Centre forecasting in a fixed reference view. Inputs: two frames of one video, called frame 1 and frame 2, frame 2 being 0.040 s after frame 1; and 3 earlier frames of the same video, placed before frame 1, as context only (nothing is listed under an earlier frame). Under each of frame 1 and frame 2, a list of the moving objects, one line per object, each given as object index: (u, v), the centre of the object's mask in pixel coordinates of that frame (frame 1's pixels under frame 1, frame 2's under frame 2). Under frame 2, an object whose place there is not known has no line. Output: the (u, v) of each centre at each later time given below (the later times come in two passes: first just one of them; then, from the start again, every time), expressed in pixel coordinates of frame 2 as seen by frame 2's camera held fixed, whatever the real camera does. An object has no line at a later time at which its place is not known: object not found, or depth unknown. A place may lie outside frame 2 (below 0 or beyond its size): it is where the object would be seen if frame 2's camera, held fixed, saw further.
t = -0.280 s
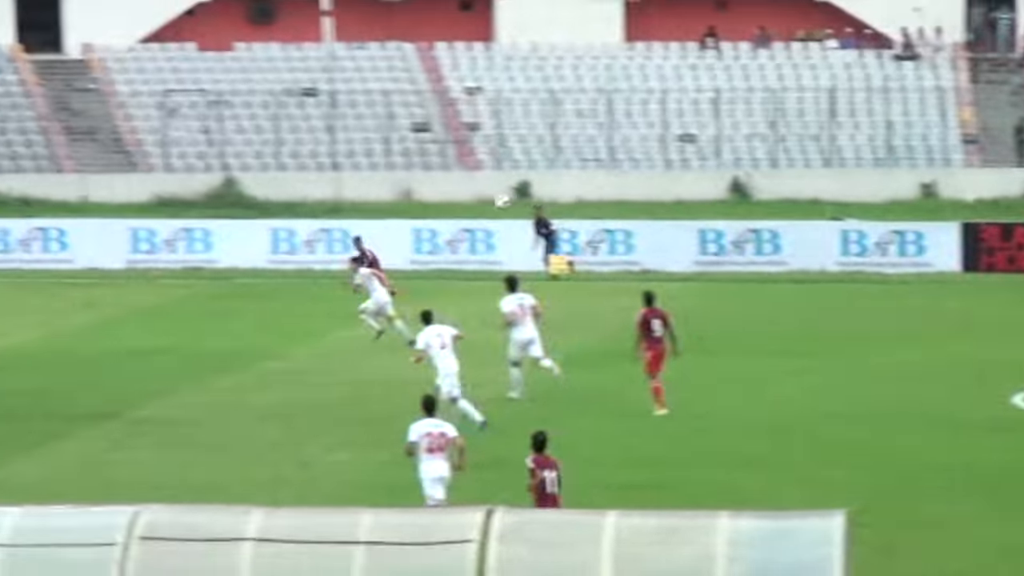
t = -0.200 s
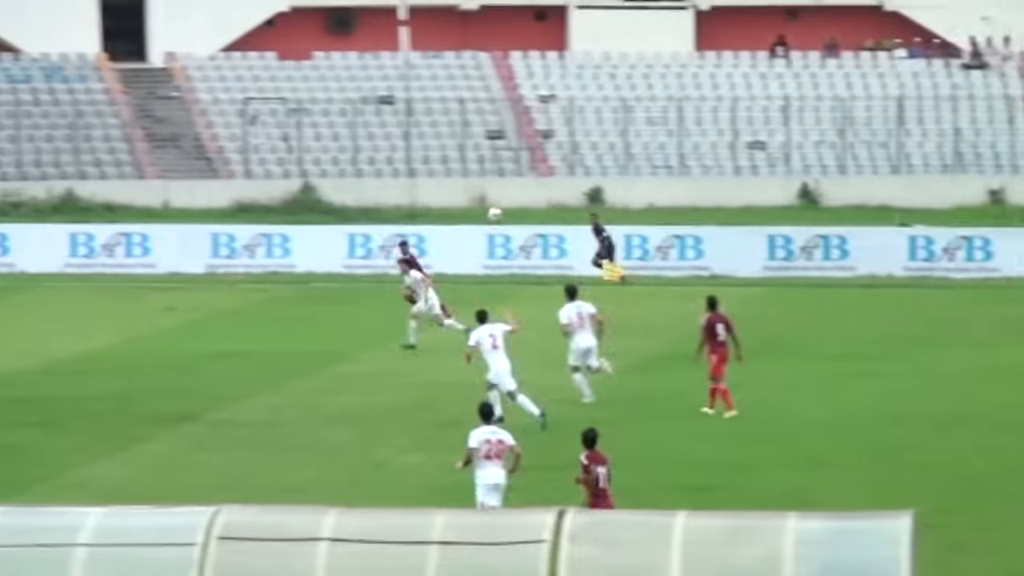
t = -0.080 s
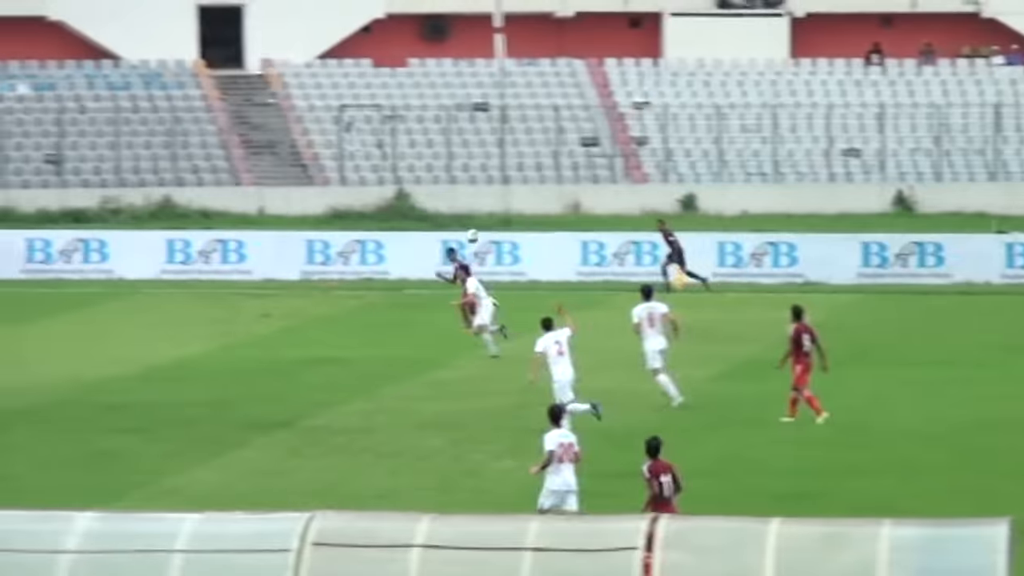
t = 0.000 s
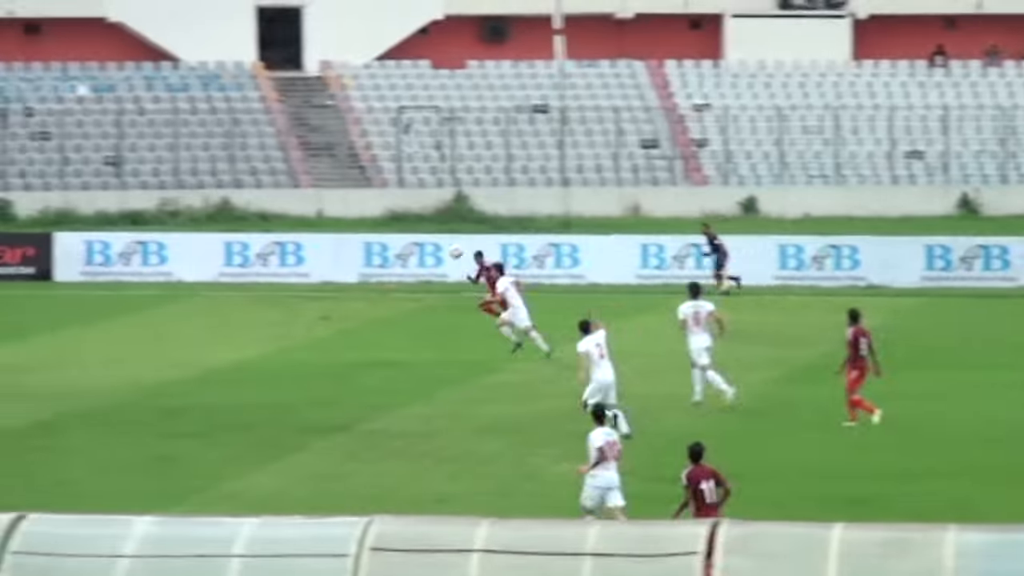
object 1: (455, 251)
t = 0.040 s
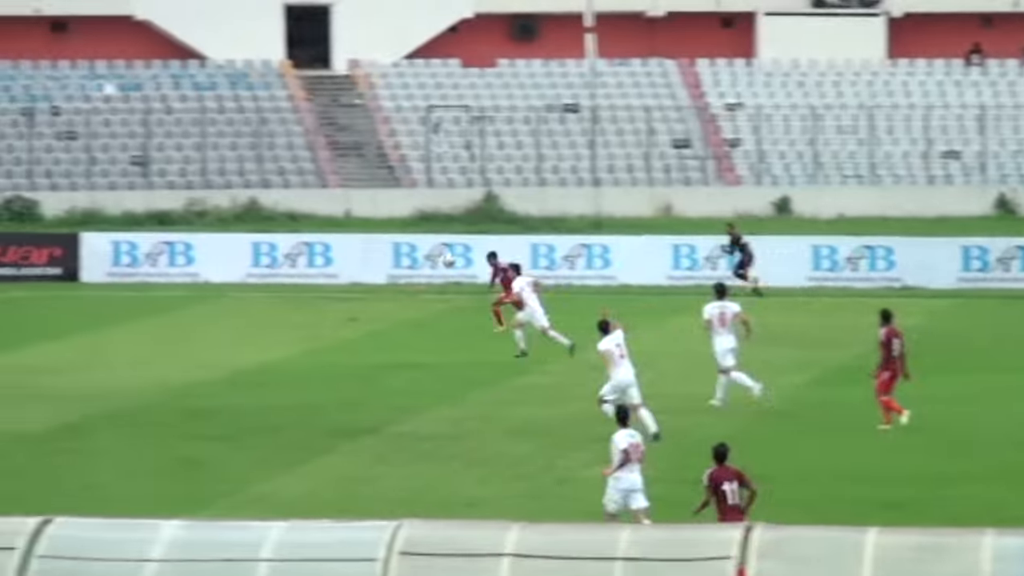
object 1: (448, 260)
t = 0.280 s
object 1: (232, 315)
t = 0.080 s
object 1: (411, 268)
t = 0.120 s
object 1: (376, 278)
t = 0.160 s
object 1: (338, 284)
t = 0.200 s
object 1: (302, 293)
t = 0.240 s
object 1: (267, 303)
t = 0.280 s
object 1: (232, 315)
